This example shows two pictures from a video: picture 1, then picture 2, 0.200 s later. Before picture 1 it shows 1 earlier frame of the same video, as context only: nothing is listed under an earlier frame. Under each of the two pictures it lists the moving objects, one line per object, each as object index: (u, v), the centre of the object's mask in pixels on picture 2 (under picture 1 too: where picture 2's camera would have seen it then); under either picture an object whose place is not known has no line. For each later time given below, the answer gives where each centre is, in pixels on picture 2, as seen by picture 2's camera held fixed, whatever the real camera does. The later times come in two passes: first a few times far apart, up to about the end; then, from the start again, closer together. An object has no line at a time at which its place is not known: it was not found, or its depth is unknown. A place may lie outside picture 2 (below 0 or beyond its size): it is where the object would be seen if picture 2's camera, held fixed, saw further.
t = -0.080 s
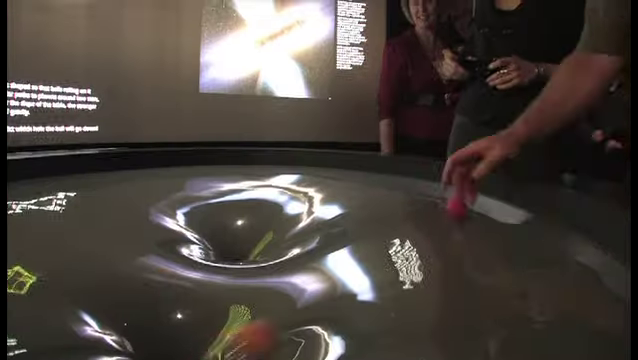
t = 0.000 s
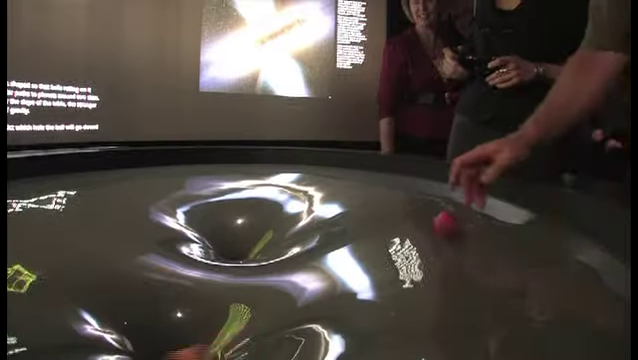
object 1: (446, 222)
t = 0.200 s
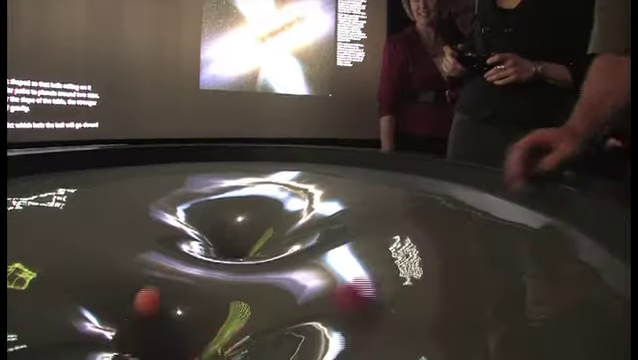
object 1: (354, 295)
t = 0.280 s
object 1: (276, 328)
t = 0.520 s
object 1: (16, 321)
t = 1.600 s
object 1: (44, 218)
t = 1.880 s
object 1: (186, 247)
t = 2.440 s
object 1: (370, 188)
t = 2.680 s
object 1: (362, 182)
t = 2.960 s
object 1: (315, 186)
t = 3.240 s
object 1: (239, 206)
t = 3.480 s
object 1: (181, 223)
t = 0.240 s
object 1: (321, 310)
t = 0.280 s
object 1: (276, 328)
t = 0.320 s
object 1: (231, 347)
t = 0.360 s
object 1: (172, 349)
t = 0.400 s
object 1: (130, 351)
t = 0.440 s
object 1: (75, 345)
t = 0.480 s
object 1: (40, 334)
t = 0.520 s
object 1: (16, 321)
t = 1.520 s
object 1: (12, 216)
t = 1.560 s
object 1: (27, 217)
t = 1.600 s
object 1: (44, 218)
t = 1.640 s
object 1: (63, 220)
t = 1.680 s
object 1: (82, 224)
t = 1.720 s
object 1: (102, 229)
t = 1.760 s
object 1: (123, 233)
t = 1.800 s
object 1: (145, 238)
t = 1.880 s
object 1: (186, 247)
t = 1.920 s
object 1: (216, 246)
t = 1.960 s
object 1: (235, 246)
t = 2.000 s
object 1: (258, 244)
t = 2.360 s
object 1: (365, 194)
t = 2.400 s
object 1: (368, 190)
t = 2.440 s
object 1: (370, 188)
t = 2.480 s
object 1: (371, 186)
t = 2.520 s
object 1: (371, 185)
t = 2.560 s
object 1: (371, 184)
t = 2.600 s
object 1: (368, 183)
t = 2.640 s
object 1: (365, 182)
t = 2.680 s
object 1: (362, 182)
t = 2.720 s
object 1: (357, 182)
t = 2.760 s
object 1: (352, 181)
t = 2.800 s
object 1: (346, 183)
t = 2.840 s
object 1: (340, 184)
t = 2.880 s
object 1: (331, 185)
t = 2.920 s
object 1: (323, 185)
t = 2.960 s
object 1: (315, 186)
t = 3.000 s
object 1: (305, 189)
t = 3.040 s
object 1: (295, 191)
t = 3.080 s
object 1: (286, 193)
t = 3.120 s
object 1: (273, 197)
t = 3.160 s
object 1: (263, 199)
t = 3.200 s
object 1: (250, 202)
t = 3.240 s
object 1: (239, 206)
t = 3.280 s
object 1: (227, 211)
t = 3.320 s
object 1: (215, 214)
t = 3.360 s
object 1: (206, 216)
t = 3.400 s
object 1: (195, 219)
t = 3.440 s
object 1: (189, 221)
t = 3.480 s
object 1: (181, 223)
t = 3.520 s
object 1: (176, 226)
